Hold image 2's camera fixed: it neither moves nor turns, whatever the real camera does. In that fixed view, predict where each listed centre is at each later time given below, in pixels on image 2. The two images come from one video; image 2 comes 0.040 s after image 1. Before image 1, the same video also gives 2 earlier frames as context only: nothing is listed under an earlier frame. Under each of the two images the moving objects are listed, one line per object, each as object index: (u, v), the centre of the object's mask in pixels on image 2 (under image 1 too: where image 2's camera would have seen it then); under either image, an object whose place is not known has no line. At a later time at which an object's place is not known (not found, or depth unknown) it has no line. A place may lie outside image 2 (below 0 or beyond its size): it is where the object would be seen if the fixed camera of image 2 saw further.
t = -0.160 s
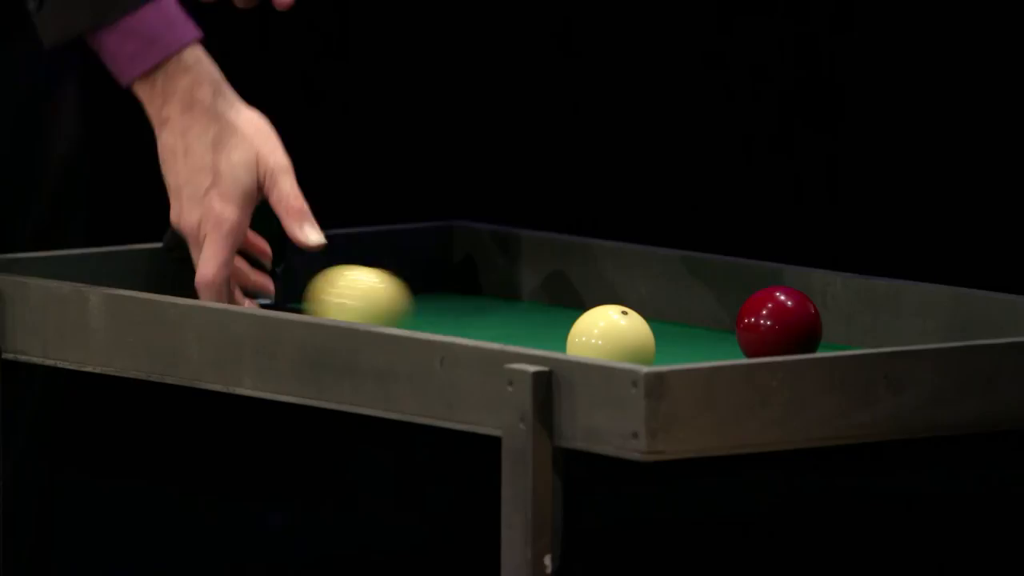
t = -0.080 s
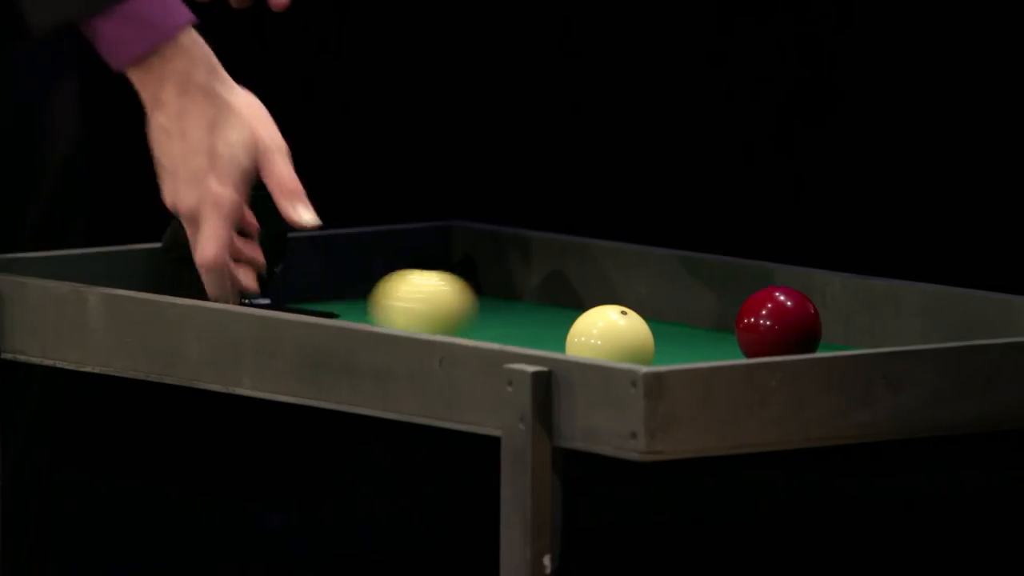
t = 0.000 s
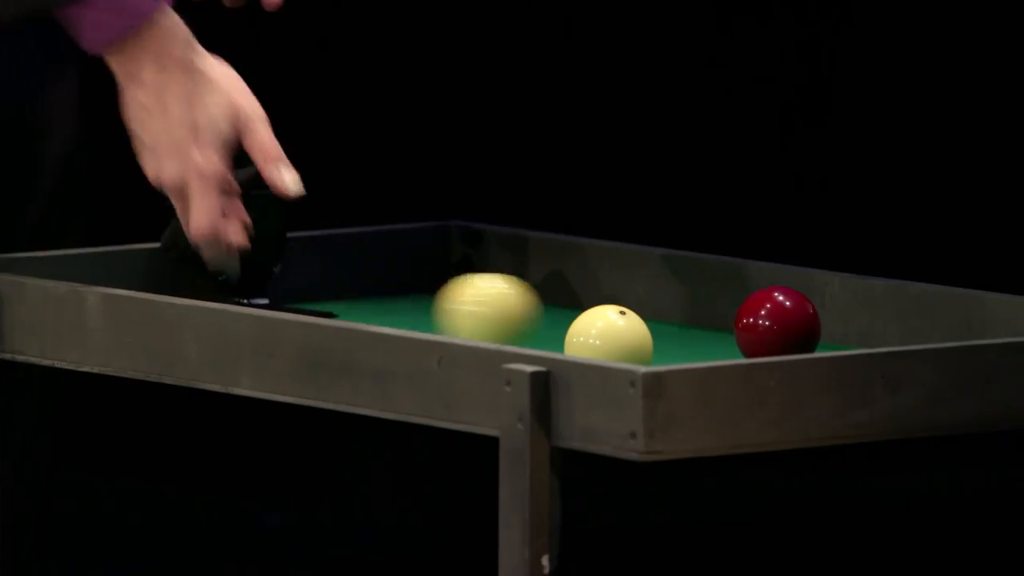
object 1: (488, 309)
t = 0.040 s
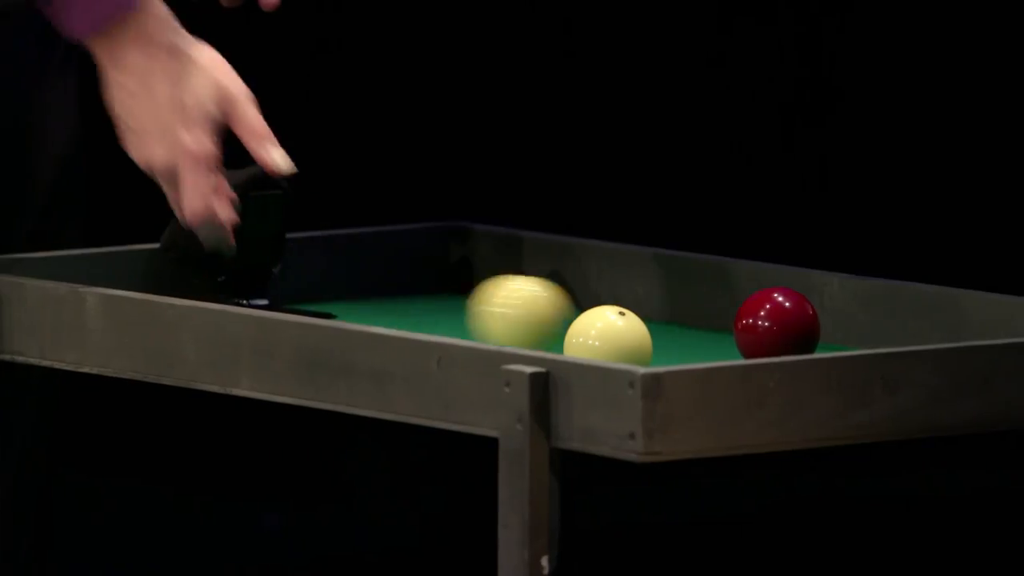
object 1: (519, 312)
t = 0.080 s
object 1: (546, 310)
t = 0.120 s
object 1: (574, 306)
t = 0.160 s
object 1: (622, 302)
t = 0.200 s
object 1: (663, 314)
